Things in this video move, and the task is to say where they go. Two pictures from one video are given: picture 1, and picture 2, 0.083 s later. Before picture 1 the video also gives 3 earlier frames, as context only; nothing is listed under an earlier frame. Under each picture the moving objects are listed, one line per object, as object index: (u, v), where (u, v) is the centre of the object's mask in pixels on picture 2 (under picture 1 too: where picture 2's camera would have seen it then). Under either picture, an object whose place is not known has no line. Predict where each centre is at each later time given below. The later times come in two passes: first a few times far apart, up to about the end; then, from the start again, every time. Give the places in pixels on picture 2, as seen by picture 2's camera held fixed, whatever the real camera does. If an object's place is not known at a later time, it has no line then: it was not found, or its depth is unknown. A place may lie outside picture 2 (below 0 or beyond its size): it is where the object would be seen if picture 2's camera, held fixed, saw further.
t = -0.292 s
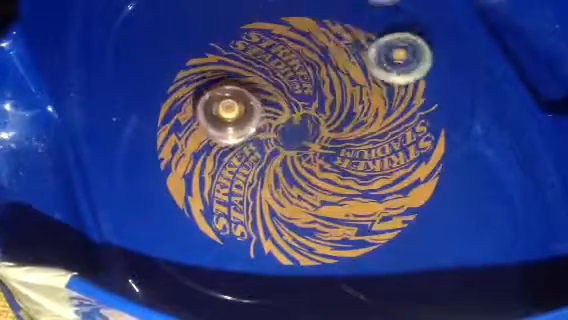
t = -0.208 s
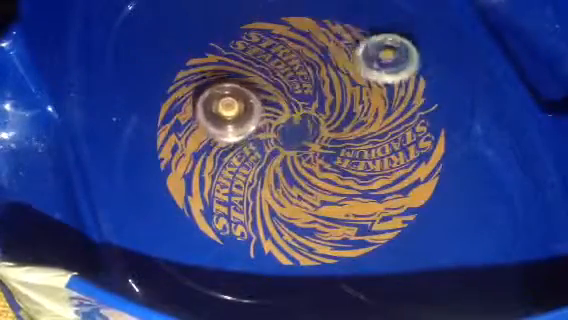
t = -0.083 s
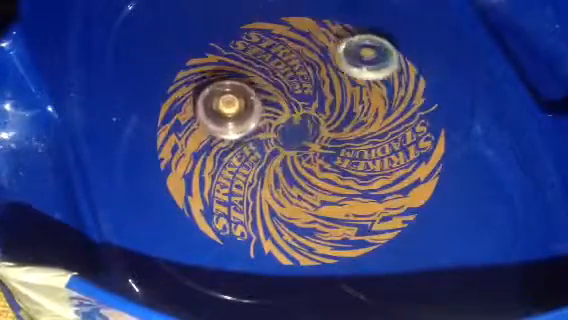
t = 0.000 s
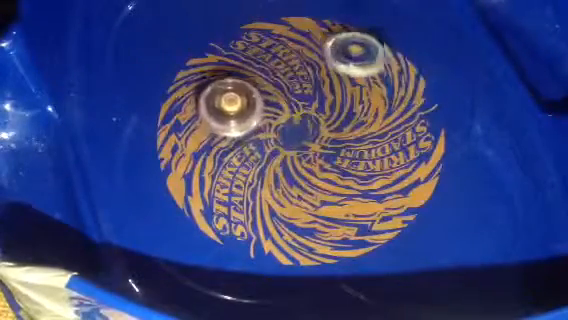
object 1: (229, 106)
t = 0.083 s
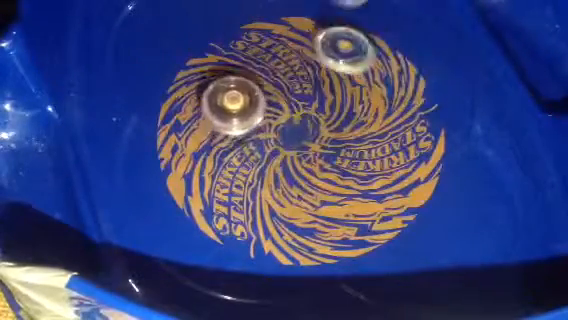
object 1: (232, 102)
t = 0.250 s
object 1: (239, 100)
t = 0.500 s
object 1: (249, 105)
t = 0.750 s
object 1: (265, 121)
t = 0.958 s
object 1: (287, 136)
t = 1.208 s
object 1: (312, 141)
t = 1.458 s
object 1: (331, 136)
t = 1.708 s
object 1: (323, 122)
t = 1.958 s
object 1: (313, 111)
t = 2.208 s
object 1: (301, 104)
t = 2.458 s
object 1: (293, 68)
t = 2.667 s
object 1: (295, 52)
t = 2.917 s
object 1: (301, 38)
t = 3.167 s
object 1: (313, 30)
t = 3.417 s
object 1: (326, 32)
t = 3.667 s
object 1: (349, 39)
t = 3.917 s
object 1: (391, 61)
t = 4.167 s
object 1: (403, 96)
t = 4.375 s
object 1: (402, 127)
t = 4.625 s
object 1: (385, 156)
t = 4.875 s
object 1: (350, 179)
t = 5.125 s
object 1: (304, 190)
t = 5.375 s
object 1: (251, 186)
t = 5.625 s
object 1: (209, 165)
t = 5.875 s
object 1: (189, 145)
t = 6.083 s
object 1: (188, 121)
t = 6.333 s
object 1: (195, 81)
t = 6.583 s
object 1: (233, 29)
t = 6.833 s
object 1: (275, 13)
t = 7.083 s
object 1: (324, 13)
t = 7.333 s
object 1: (375, 21)
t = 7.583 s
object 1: (413, 48)
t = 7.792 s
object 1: (436, 89)
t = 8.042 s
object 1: (438, 133)
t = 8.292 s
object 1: (408, 173)
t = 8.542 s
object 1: (348, 202)
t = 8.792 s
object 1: (274, 211)
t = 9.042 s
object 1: (207, 203)
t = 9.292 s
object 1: (174, 179)
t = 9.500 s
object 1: (166, 149)
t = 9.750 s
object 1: (182, 105)
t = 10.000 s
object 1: (221, 59)
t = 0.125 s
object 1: (233, 101)
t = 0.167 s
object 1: (235, 102)
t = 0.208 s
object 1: (237, 101)
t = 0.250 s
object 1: (239, 100)
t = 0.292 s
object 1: (241, 99)
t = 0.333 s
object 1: (244, 98)
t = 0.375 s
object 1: (245, 99)
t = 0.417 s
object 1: (246, 102)
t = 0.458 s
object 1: (247, 104)
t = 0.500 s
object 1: (249, 105)
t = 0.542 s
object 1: (251, 108)
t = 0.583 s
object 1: (254, 110)
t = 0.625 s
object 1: (256, 112)
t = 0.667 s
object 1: (259, 115)
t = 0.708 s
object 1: (262, 118)
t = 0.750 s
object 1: (265, 121)
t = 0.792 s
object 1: (270, 124)
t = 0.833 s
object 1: (274, 125)
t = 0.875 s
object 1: (278, 130)
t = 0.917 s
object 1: (282, 134)
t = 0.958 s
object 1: (287, 136)
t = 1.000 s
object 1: (291, 138)
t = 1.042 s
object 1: (297, 139)
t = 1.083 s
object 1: (300, 142)
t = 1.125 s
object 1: (305, 142)
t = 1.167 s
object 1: (309, 142)
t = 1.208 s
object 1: (312, 141)
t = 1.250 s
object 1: (316, 141)
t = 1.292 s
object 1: (319, 141)
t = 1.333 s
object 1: (322, 140)
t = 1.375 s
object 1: (326, 139)
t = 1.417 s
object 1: (329, 138)
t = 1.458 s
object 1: (331, 136)
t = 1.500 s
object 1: (328, 133)
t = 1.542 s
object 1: (326, 129)
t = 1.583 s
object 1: (326, 127)
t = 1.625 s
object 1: (325, 126)
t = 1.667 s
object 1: (324, 124)
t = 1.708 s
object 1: (323, 122)
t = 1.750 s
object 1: (321, 120)
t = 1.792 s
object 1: (320, 118)
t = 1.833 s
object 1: (319, 116)
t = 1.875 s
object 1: (317, 114)
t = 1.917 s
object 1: (315, 112)
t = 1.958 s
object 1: (313, 111)
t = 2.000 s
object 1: (311, 110)
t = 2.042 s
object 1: (310, 109)
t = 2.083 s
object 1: (308, 107)
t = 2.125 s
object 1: (305, 106)
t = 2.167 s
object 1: (303, 105)
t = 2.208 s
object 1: (301, 104)
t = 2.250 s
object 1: (299, 98)
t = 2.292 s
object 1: (297, 83)
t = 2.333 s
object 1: (294, 78)
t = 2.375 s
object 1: (293, 74)
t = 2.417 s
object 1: (293, 71)
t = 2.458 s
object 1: (293, 68)
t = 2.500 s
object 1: (293, 64)
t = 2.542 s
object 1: (294, 61)
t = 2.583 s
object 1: (294, 58)
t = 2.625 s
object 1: (294, 55)
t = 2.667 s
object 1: (295, 52)
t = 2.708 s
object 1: (295, 49)
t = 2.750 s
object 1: (296, 47)
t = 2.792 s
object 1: (297, 44)
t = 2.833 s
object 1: (298, 42)
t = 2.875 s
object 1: (299, 40)
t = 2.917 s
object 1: (301, 38)
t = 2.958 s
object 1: (302, 36)
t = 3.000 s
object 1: (304, 35)
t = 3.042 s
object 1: (306, 33)
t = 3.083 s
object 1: (308, 32)
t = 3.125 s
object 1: (310, 31)
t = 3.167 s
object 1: (313, 30)
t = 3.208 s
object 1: (315, 30)
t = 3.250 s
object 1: (317, 30)
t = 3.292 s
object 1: (319, 30)
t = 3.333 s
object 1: (321, 31)
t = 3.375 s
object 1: (324, 31)
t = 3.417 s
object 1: (326, 32)
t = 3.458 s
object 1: (327, 33)
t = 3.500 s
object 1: (329, 34)
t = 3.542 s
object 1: (331, 36)
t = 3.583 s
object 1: (332, 38)
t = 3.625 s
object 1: (335, 39)
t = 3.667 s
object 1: (349, 39)
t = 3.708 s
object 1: (363, 39)
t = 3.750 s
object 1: (371, 41)
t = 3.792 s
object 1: (379, 45)
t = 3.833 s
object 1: (383, 50)
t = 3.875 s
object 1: (387, 56)
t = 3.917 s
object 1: (391, 61)
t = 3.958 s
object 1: (394, 66)
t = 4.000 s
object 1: (397, 72)
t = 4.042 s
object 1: (398, 77)
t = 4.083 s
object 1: (400, 83)
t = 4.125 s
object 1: (403, 90)
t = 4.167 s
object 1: (403, 96)
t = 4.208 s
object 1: (404, 103)
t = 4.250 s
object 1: (404, 109)
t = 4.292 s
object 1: (404, 114)
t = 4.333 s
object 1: (403, 121)
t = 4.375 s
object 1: (402, 127)
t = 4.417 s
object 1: (401, 132)
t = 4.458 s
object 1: (400, 137)
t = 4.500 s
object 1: (397, 142)
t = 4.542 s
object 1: (393, 147)
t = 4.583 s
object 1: (390, 151)
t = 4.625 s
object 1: (385, 156)
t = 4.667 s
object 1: (382, 160)
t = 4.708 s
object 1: (374, 164)
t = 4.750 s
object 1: (369, 168)
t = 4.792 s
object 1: (363, 171)
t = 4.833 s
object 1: (356, 175)
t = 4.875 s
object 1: (350, 179)
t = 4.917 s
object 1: (343, 179)
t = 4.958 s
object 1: (336, 183)
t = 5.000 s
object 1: (330, 187)
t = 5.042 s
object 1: (322, 188)
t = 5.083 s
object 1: (314, 190)
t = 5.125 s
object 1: (304, 190)
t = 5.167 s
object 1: (294, 190)
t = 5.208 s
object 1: (285, 190)
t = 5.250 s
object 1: (276, 190)
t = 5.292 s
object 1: (269, 190)
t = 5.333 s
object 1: (258, 188)
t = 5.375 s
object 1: (251, 186)
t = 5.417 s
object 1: (242, 182)
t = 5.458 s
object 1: (234, 179)
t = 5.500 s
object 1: (227, 176)
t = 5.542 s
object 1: (220, 175)
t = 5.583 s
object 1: (214, 170)
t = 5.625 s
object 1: (209, 165)
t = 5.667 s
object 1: (203, 162)
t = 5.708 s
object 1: (199, 160)
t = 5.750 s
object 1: (195, 155)
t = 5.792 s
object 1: (192, 150)
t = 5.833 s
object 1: (189, 146)
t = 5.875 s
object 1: (189, 145)
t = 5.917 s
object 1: (189, 141)
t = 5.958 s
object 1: (187, 133)
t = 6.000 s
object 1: (187, 129)
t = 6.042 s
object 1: (189, 128)
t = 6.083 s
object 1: (188, 121)
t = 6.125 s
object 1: (191, 119)
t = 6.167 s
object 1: (193, 114)
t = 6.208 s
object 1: (194, 109)
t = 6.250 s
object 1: (195, 100)
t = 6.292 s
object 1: (194, 91)
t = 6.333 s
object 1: (195, 81)
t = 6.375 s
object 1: (199, 72)
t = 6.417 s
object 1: (205, 64)
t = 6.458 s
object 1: (212, 54)
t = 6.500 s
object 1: (218, 45)
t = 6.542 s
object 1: (225, 37)
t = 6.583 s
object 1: (233, 29)
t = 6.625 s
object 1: (240, 24)
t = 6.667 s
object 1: (247, 20)
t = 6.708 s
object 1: (254, 17)
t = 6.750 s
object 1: (261, 15)
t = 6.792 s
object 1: (268, 14)
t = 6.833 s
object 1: (275, 13)
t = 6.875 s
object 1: (282, 12)
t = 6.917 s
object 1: (290, 12)
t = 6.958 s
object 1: (298, 12)
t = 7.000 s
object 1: (307, 12)
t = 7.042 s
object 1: (315, 13)
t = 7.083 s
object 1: (324, 13)
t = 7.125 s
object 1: (333, 14)
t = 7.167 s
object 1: (342, 14)
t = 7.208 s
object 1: (351, 16)
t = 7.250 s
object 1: (359, 17)
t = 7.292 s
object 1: (367, 19)
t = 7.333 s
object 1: (375, 21)
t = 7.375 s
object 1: (382, 23)
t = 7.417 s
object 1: (389, 26)
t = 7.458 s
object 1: (394, 30)
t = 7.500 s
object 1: (401, 36)
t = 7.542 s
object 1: (407, 42)
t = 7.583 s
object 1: (413, 48)
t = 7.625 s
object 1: (418, 55)
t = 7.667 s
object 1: (423, 63)
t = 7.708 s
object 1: (429, 72)
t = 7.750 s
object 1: (433, 81)
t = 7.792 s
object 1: (436, 89)
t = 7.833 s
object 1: (439, 97)
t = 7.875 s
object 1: (440, 104)
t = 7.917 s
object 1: (441, 111)
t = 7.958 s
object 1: (441, 119)
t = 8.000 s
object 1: (440, 126)
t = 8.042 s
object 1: (438, 133)
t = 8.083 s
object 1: (434, 141)
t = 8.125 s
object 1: (431, 147)
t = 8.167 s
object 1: (427, 154)
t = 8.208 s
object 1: (420, 160)
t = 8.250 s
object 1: (415, 166)
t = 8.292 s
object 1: (408, 173)
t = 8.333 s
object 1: (399, 180)
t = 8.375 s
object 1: (388, 183)
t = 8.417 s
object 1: (381, 186)
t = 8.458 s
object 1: (371, 195)
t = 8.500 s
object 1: (358, 197)
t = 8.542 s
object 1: (348, 202)
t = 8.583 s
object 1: (337, 205)
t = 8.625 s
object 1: (325, 206)
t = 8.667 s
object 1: (312, 207)
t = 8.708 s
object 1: (297, 209)
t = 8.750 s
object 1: (286, 211)
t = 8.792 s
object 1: (274, 211)
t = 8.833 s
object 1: (261, 211)
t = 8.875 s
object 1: (247, 210)
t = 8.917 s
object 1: (233, 210)
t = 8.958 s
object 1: (224, 208)
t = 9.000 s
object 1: (216, 206)
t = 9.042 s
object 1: (207, 203)
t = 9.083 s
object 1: (199, 199)
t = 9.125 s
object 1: (192, 196)
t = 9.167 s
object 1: (186, 192)
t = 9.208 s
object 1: (181, 189)
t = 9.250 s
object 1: (176, 183)
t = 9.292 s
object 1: (174, 179)
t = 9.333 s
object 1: (168, 172)
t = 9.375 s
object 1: (167, 167)
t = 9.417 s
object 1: (166, 161)
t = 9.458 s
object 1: (165, 154)
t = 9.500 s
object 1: (166, 149)
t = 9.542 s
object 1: (167, 142)
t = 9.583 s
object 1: (169, 134)
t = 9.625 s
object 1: (171, 127)
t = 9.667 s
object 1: (175, 120)
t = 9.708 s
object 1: (178, 113)
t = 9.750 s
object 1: (182, 105)
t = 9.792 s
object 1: (188, 97)
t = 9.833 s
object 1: (193, 89)
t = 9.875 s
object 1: (200, 81)
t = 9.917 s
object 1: (207, 74)
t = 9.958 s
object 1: (214, 66)
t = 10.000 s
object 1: (221, 59)
